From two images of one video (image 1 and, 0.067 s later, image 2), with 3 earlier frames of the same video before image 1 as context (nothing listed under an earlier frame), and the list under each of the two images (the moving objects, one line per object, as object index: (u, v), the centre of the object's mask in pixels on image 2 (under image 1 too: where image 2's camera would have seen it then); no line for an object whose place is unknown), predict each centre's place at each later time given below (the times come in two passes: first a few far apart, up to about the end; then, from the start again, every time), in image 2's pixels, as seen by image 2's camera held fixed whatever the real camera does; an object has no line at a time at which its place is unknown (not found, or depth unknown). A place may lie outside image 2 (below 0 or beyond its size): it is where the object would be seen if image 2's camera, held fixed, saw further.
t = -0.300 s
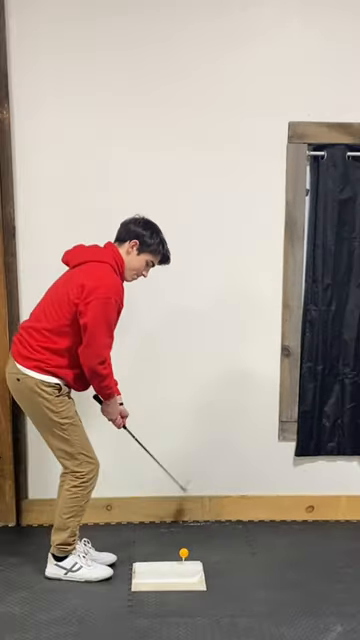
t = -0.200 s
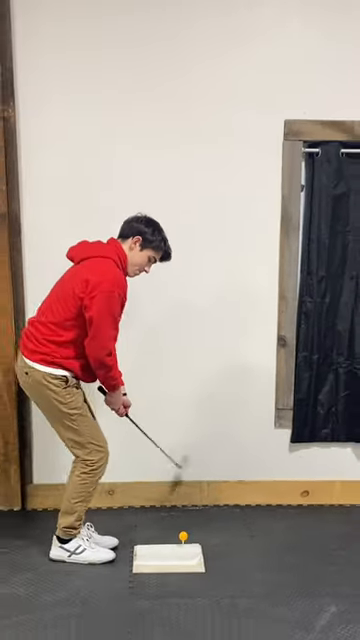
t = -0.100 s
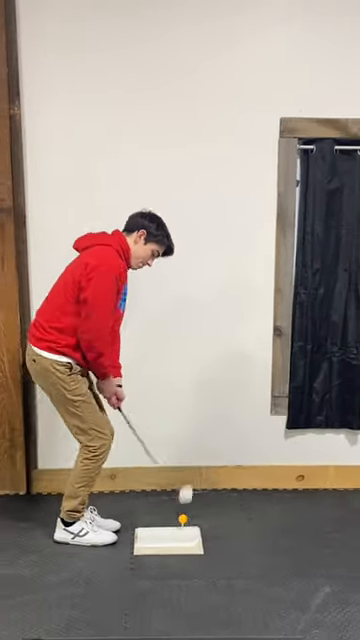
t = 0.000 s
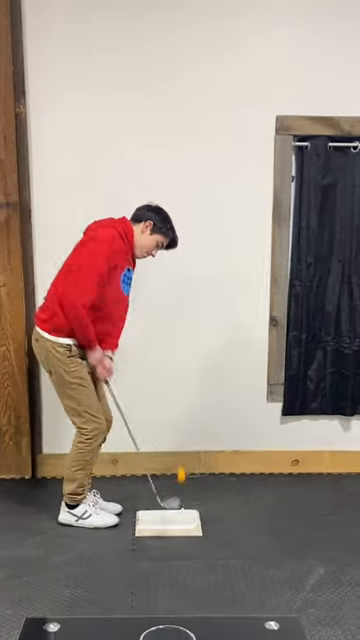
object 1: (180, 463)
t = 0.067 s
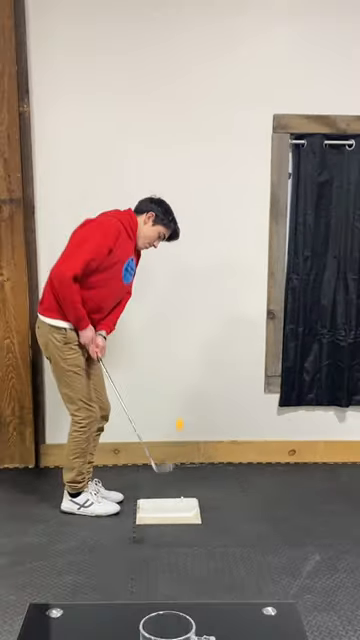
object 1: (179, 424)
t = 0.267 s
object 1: (176, 323)
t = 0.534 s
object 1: (174, 314)
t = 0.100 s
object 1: (180, 404)
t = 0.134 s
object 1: (178, 385)
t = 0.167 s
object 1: (177, 369)
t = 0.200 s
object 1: (177, 353)
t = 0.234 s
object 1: (177, 337)
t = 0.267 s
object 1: (176, 323)
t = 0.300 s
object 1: (175, 312)
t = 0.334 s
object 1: (174, 303)
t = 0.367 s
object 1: (174, 296)
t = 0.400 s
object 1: (174, 292)
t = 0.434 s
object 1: (174, 291)
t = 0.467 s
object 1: (174, 293)
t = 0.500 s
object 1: (174, 302)
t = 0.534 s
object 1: (174, 314)
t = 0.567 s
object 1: (174, 332)
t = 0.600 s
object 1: (173, 355)
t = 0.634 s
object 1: (174, 386)
